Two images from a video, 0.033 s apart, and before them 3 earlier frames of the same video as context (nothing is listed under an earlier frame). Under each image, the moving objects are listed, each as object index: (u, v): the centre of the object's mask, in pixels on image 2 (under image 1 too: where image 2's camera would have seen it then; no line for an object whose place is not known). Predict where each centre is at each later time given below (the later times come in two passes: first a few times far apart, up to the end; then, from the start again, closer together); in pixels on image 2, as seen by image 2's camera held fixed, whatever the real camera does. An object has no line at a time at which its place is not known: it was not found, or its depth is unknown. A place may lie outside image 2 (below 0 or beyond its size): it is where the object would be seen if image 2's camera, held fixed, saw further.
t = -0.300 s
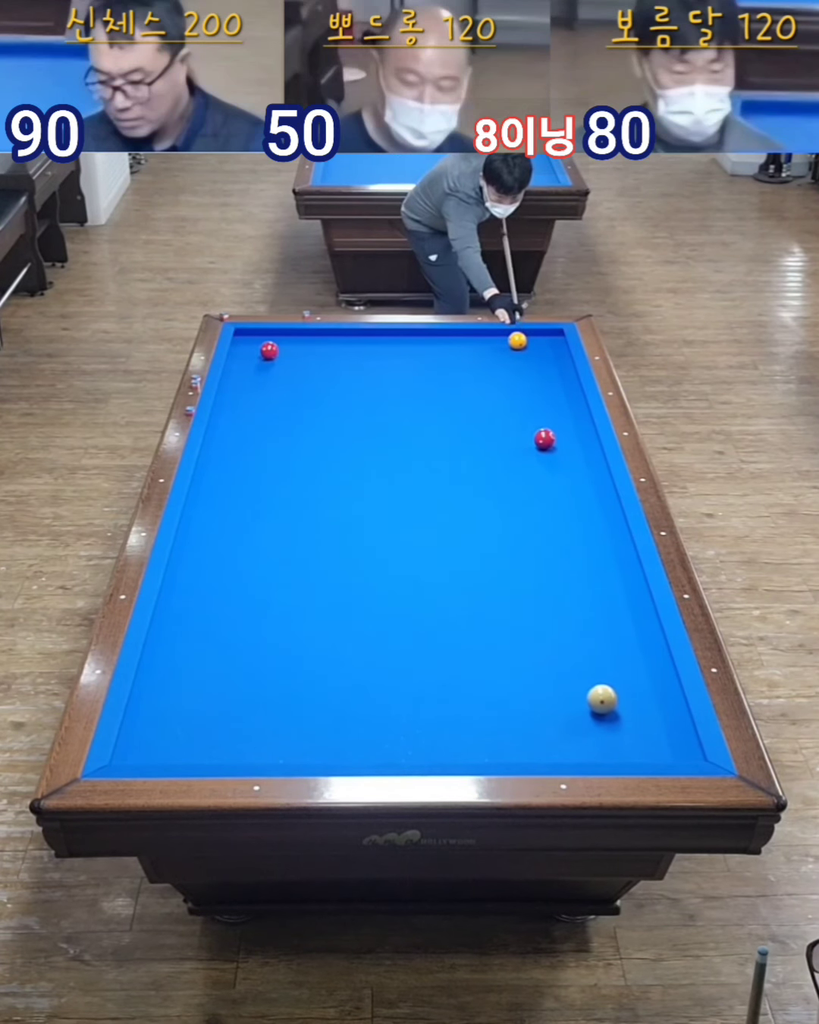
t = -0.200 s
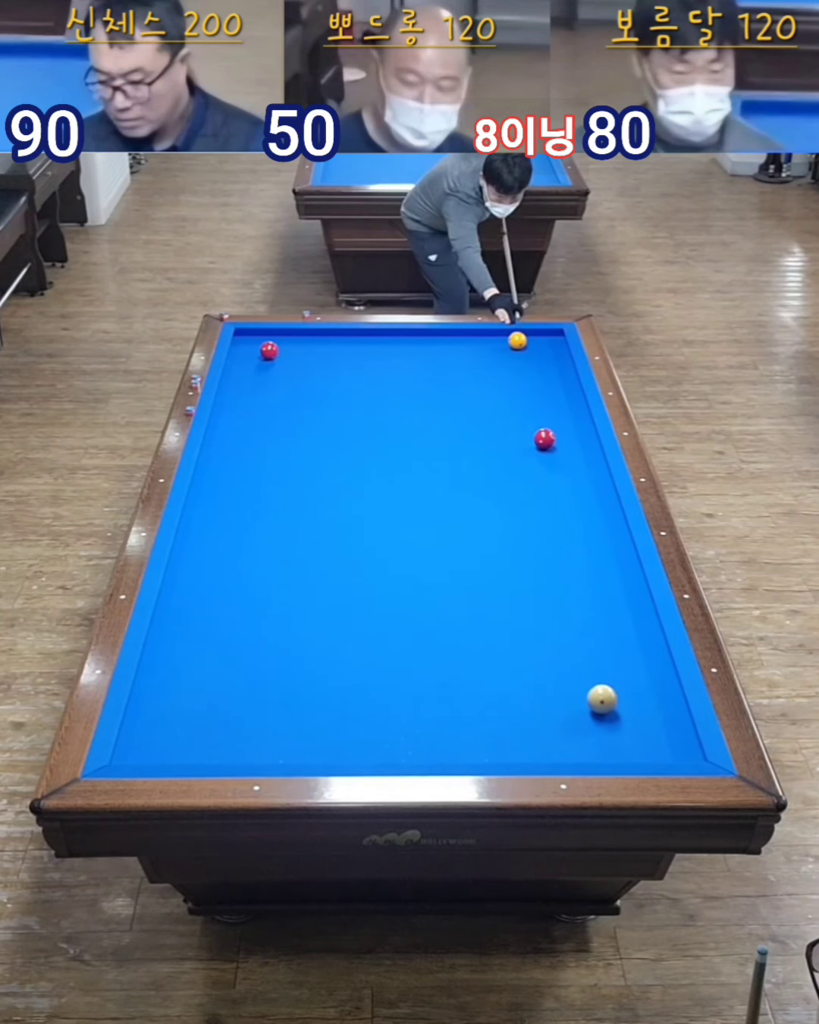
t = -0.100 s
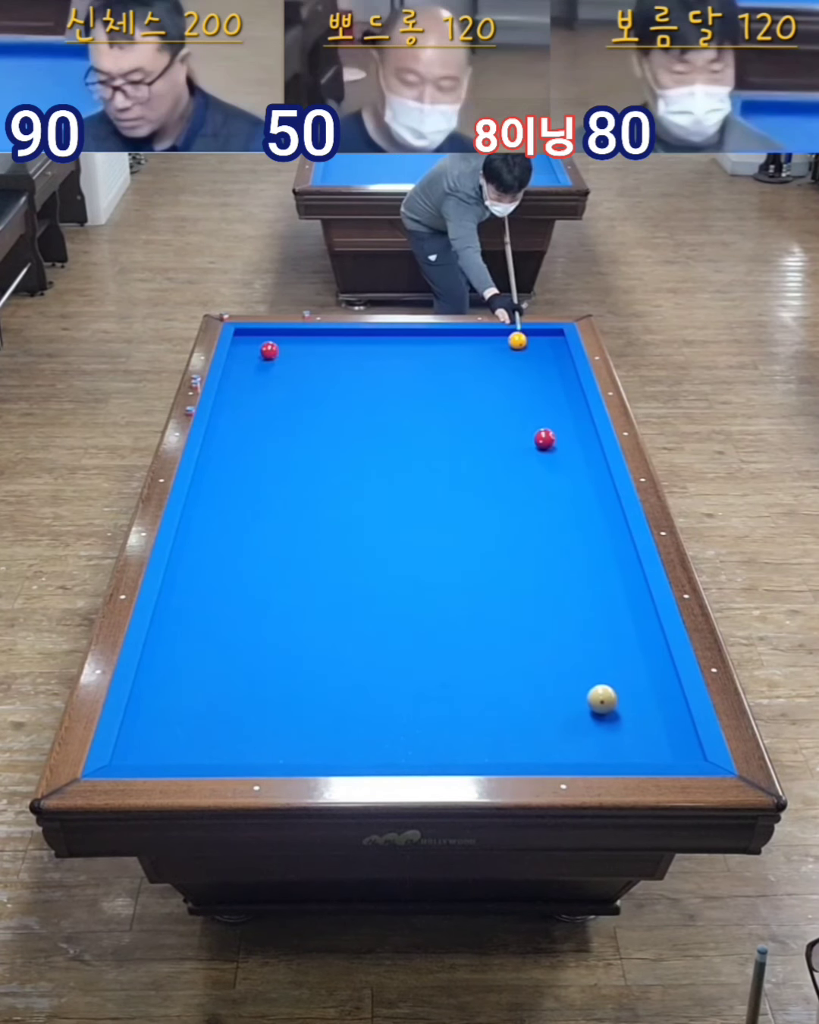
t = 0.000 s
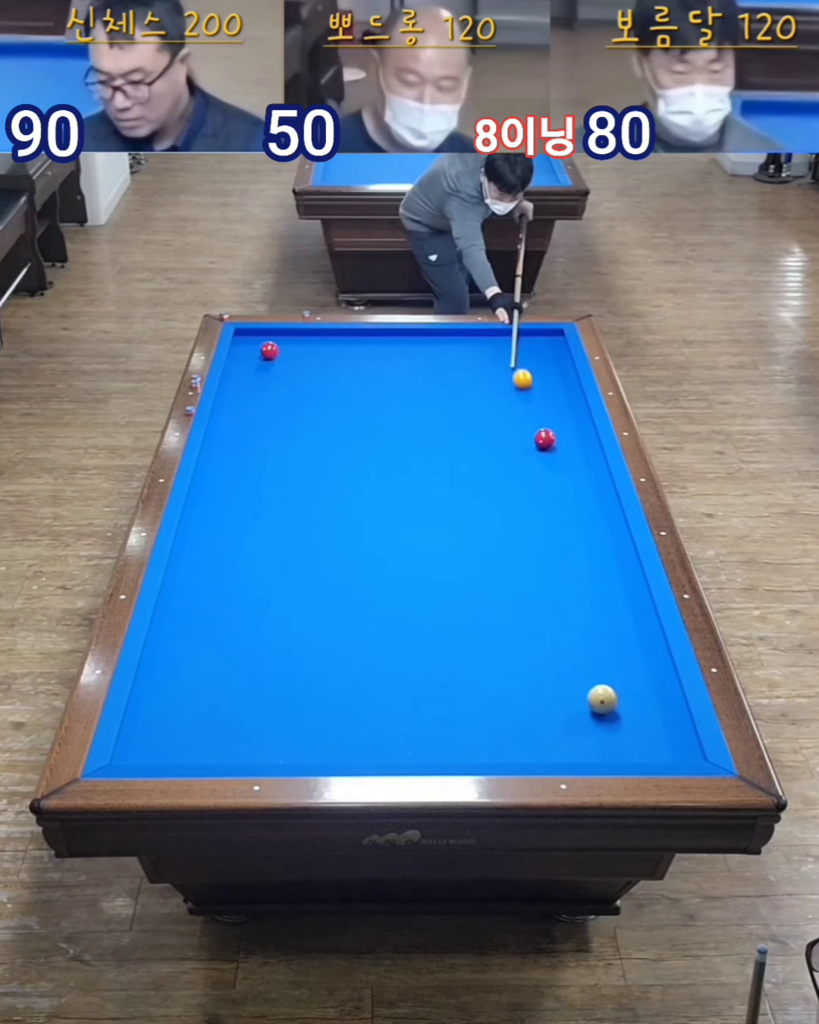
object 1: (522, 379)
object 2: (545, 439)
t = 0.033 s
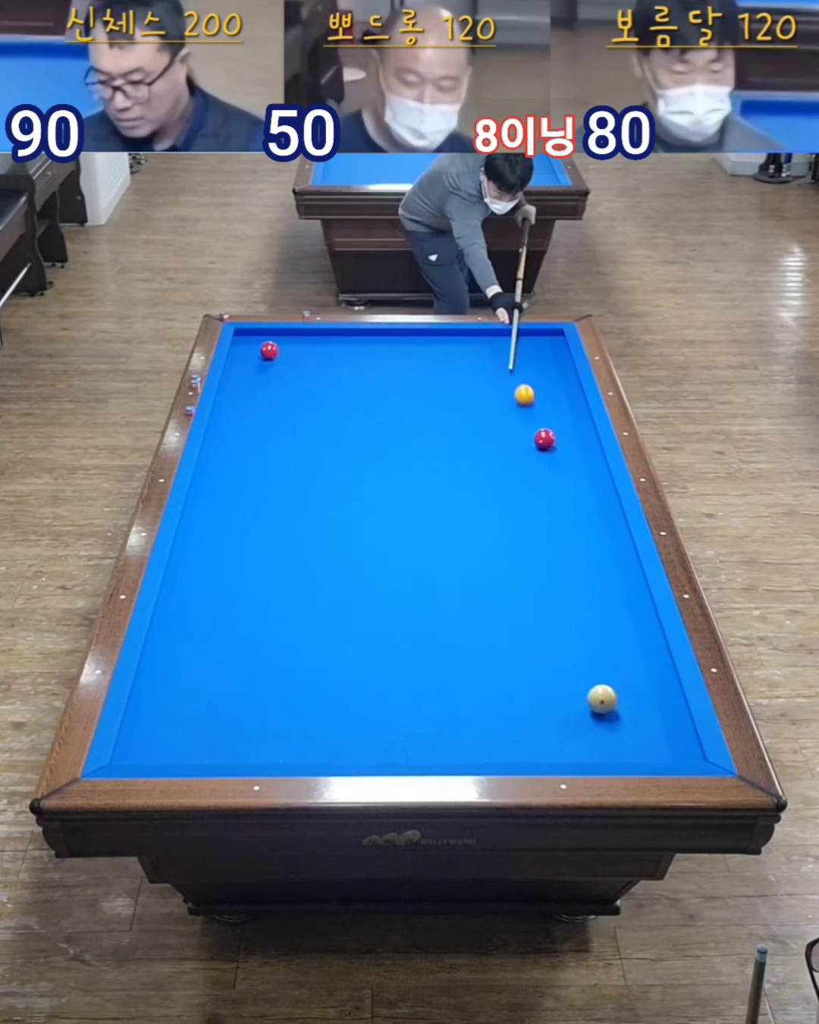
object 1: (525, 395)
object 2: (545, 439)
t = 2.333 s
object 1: (578, 530)
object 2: (345, 609)
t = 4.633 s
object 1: (272, 335)
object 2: (544, 414)
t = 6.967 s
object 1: (352, 420)
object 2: (423, 334)
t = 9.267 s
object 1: (574, 559)
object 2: (371, 361)
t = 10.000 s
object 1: (614, 583)
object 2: (371, 361)
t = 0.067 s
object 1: (527, 413)
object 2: (545, 439)
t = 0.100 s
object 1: (528, 431)
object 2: (545, 440)
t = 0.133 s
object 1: (511, 441)
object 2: (566, 449)
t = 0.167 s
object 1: (492, 449)
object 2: (589, 460)
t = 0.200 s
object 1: (473, 458)
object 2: (594, 468)
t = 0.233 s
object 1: (454, 467)
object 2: (582, 475)
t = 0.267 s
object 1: (436, 476)
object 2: (570, 482)
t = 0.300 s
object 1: (417, 485)
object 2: (558, 489)
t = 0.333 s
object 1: (398, 494)
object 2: (546, 496)
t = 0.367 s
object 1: (380, 504)
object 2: (535, 503)
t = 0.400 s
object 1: (362, 513)
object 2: (524, 510)
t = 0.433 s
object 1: (345, 522)
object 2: (513, 517)
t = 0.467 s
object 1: (327, 532)
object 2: (503, 523)
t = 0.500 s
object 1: (310, 541)
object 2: (493, 530)
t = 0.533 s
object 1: (292, 551)
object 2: (483, 536)
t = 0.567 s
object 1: (274, 561)
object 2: (473, 542)
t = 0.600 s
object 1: (255, 571)
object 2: (463, 549)
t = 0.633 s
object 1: (237, 581)
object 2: (452, 556)
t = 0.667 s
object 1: (217, 592)
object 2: (441, 563)
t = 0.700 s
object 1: (197, 603)
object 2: (430, 569)
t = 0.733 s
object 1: (176, 614)
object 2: (419, 577)
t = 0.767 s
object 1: (167, 626)
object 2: (409, 584)
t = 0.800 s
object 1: (179, 638)
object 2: (397, 591)
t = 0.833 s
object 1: (190, 649)
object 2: (386, 599)
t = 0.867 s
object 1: (200, 662)
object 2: (374, 606)
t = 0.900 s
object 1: (210, 675)
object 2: (362, 614)
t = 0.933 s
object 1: (220, 687)
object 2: (350, 622)
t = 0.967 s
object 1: (228, 700)
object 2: (338, 630)
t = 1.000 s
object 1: (237, 714)
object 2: (326, 638)
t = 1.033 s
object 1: (246, 728)
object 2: (313, 646)
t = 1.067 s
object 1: (255, 742)
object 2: (300, 655)
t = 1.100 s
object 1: (264, 753)
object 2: (287, 663)
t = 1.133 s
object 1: (280, 747)
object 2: (274, 671)
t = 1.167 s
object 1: (296, 736)
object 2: (260, 681)
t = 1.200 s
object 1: (312, 725)
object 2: (246, 690)
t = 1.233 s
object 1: (327, 716)
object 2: (232, 699)
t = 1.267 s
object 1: (341, 708)
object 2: (218, 708)
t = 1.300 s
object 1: (355, 700)
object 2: (203, 718)
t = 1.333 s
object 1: (369, 692)
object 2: (188, 728)
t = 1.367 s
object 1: (382, 686)
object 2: (173, 738)
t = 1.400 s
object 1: (395, 680)
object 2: (157, 748)
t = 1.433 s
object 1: (408, 673)
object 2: (141, 754)
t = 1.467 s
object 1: (421, 667)
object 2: (129, 750)
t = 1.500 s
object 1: (433, 660)
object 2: (141, 743)
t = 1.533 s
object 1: (445, 654)
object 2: (154, 735)
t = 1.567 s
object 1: (457, 648)
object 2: (166, 727)
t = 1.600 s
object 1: (469, 642)
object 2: (176, 720)
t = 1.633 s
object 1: (481, 636)
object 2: (186, 714)
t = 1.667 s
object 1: (492, 631)
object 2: (195, 708)
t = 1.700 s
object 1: (504, 625)
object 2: (204, 702)
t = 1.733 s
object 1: (515, 619)
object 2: (212, 697)
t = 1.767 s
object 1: (526, 614)
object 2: (220, 692)
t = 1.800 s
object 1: (537, 608)
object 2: (228, 686)
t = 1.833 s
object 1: (548, 603)
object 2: (237, 681)
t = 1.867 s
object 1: (558, 597)
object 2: (245, 676)
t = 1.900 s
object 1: (568, 592)
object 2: (252, 670)
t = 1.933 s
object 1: (579, 587)
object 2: (260, 665)
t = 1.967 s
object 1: (588, 582)
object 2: (268, 660)
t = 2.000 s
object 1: (598, 577)
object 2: (275, 655)
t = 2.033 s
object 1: (608, 572)
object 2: (282, 650)
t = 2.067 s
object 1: (618, 567)
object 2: (290, 645)
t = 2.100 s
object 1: (628, 562)
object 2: (297, 640)
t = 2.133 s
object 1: (622, 558)
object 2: (304, 636)
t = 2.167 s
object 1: (613, 553)
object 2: (311, 631)
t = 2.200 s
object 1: (605, 548)
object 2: (318, 626)
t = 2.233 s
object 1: (598, 544)
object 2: (324, 622)
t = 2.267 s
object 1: (591, 539)
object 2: (331, 618)
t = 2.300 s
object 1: (584, 535)
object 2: (338, 613)
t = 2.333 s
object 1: (578, 530)
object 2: (345, 609)
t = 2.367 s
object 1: (571, 526)
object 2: (351, 605)
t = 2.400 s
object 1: (565, 522)
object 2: (357, 600)
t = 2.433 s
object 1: (559, 518)
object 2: (364, 596)
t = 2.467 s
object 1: (553, 513)
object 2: (370, 592)
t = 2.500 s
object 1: (546, 509)
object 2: (376, 588)
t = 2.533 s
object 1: (540, 505)
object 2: (382, 584)
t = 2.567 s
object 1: (534, 501)
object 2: (388, 580)
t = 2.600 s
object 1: (529, 497)
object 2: (394, 576)
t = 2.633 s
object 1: (523, 493)
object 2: (400, 572)
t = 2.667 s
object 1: (517, 490)
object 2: (405, 568)
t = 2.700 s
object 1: (511, 486)
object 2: (411, 564)
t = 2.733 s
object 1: (506, 482)
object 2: (417, 561)
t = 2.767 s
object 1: (500, 478)
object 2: (422, 557)
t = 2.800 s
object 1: (495, 475)
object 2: (428, 553)
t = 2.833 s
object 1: (489, 471)
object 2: (433, 550)
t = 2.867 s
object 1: (484, 468)
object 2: (438, 546)
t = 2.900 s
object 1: (479, 464)
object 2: (444, 543)
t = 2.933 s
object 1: (474, 461)
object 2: (449, 539)
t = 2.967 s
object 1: (469, 457)
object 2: (454, 536)
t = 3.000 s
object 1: (464, 454)
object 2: (460, 532)
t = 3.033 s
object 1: (459, 451)
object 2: (464, 529)
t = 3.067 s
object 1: (454, 447)
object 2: (470, 525)
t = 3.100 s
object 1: (449, 444)
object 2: (474, 522)
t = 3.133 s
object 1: (444, 441)
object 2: (479, 519)
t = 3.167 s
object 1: (439, 438)
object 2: (484, 515)
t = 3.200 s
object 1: (435, 435)
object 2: (489, 512)
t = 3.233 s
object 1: (430, 431)
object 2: (494, 509)
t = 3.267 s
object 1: (425, 428)
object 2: (498, 506)
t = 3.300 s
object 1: (421, 425)
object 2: (503, 503)
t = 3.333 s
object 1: (416, 422)
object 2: (508, 499)
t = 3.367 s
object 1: (412, 419)
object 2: (512, 497)
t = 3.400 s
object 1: (407, 416)
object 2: (517, 494)
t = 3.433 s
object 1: (403, 414)
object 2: (521, 490)
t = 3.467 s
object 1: (399, 411)
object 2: (525, 488)
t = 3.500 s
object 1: (395, 408)
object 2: (530, 485)
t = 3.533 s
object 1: (391, 405)
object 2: (534, 482)
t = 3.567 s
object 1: (386, 402)
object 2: (538, 479)
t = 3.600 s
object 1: (382, 399)
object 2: (543, 476)
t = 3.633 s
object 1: (378, 397)
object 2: (546, 474)
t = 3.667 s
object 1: (374, 394)
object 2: (551, 471)
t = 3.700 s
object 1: (370, 392)
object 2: (555, 468)
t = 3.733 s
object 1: (366, 389)
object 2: (559, 466)
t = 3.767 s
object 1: (362, 386)
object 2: (563, 463)
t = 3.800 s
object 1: (358, 384)
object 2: (567, 460)
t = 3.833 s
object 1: (355, 381)
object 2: (571, 458)
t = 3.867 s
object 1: (351, 378)
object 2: (575, 455)
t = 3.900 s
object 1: (347, 376)
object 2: (579, 452)
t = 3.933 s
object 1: (344, 373)
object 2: (582, 450)
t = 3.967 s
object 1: (340, 371)
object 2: (586, 447)
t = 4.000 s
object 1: (337, 369)
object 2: (590, 445)
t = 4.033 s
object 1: (333, 366)
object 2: (589, 443)
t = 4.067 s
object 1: (329, 364)
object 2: (586, 441)
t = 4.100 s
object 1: (326, 362)
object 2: (583, 439)
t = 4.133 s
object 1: (322, 359)
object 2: (581, 438)
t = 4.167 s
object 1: (319, 357)
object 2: (578, 436)
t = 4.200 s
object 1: (316, 355)
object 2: (575, 434)
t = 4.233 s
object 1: (312, 353)
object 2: (573, 433)
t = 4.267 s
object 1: (309, 350)
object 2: (570, 431)
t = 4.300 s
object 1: (306, 348)
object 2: (568, 429)
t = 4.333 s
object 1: (302, 346)
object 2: (565, 428)
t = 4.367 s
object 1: (299, 344)
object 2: (563, 426)
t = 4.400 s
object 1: (296, 341)
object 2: (560, 424)
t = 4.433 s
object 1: (293, 339)
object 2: (558, 423)
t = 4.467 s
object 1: (290, 337)
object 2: (556, 421)
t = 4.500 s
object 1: (287, 335)
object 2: (554, 420)
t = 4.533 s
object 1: (283, 333)
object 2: (551, 418)
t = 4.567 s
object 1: (280, 333)
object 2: (549, 416)
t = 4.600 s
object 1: (276, 334)
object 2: (547, 415)
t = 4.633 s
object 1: (272, 335)
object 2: (544, 414)
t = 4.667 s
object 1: (268, 336)
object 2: (542, 412)
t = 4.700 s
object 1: (263, 337)
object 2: (540, 410)
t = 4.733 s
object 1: (260, 339)
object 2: (538, 409)
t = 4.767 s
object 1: (255, 340)
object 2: (536, 408)
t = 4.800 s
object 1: (252, 342)
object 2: (534, 406)
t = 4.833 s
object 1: (248, 343)
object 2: (531, 405)
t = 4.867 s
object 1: (244, 344)
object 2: (529, 403)
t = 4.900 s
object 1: (240, 345)
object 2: (527, 402)
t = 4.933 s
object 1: (240, 346)
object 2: (525, 400)
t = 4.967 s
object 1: (242, 347)
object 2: (523, 399)
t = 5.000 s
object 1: (244, 349)
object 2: (521, 398)
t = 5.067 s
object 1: (248, 351)
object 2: (517, 395)
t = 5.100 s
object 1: (249, 352)
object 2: (515, 394)
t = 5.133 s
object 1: (251, 353)
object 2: (513, 392)
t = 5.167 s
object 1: (253, 355)
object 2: (511, 391)
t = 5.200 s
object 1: (255, 356)
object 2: (509, 390)
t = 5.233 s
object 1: (256, 357)
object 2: (507, 389)
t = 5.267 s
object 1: (258, 358)
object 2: (505, 387)
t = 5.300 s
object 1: (260, 359)
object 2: (503, 386)
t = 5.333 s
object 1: (262, 361)
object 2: (501, 385)
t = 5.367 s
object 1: (263, 362)
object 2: (499, 383)
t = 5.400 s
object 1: (265, 363)
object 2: (497, 382)
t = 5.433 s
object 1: (267, 364)
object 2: (496, 381)
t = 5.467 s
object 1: (269, 365)
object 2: (494, 380)
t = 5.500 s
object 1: (271, 366)
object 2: (492, 379)
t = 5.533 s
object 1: (272, 368)
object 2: (490, 377)
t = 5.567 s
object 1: (274, 369)
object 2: (488, 376)
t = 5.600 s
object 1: (276, 370)
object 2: (487, 375)
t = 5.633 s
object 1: (278, 371)
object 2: (485, 374)
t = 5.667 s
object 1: (280, 372)
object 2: (483, 373)
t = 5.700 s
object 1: (281, 374)
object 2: (481, 372)
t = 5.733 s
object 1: (283, 375)
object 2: (479, 371)
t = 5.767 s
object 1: (285, 376)
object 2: (478, 370)
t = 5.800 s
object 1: (287, 377)
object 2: (476, 369)
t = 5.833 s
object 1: (289, 379)
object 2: (474, 367)
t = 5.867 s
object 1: (291, 380)
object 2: (473, 366)
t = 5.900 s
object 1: (292, 381)
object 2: (471, 365)
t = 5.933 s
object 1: (294, 382)
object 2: (469, 364)
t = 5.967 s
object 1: (296, 383)
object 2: (467, 363)
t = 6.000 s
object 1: (298, 385)
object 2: (466, 362)
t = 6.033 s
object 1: (300, 386)
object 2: (464, 361)
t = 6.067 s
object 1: (302, 387)
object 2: (463, 360)
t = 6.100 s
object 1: (303, 388)
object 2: (461, 359)
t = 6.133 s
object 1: (305, 390)
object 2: (459, 357)
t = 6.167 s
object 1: (307, 391)
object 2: (458, 356)
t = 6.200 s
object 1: (309, 392)
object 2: (456, 355)
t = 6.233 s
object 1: (311, 393)
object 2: (454, 354)
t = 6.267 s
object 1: (313, 394)
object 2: (453, 353)
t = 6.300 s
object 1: (314, 395)
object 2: (452, 353)
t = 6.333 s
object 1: (316, 397)
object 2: (450, 352)
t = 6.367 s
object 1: (318, 398)
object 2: (448, 351)
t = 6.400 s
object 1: (320, 399)
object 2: (447, 350)
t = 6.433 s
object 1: (322, 400)
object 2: (445, 349)
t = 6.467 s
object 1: (323, 402)
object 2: (444, 348)
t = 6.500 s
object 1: (325, 403)
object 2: (442, 347)
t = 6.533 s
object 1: (327, 404)
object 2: (441, 346)
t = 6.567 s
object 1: (329, 405)
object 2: (439, 345)
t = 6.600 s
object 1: (331, 407)
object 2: (438, 344)
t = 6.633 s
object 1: (333, 408)
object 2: (437, 343)
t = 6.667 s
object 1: (335, 409)
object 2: (435, 342)
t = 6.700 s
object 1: (337, 410)
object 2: (434, 341)
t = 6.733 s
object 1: (339, 411)
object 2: (432, 340)
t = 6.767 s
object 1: (340, 412)
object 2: (431, 339)
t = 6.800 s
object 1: (342, 414)
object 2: (429, 338)
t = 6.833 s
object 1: (344, 415)
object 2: (428, 338)
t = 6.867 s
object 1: (346, 416)
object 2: (427, 337)
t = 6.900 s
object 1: (348, 417)
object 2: (426, 336)
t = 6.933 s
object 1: (350, 418)
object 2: (424, 335)
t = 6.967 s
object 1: (352, 420)
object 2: (423, 334)
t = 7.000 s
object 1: (355, 422)
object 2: (421, 333)
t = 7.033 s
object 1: (359, 424)
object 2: (419, 334)
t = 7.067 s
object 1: (363, 427)
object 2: (417, 335)
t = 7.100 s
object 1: (366, 429)
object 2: (416, 336)
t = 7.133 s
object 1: (370, 432)
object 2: (414, 337)
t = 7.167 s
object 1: (374, 434)
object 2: (413, 338)
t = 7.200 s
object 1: (378, 436)
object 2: (412, 338)
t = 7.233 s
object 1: (381, 439)
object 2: (410, 339)
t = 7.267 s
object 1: (385, 441)
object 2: (409, 340)
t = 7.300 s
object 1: (389, 444)
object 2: (407, 341)
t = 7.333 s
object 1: (393, 446)
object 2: (406, 342)
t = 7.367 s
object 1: (396, 448)
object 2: (405, 342)
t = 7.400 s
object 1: (400, 451)
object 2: (404, 343)
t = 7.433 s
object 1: (404, 453)
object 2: (402, 344)
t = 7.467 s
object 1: (407, 455)
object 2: (401, 344)
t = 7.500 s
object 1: (411, 457)
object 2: (400, 345)
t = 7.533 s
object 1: (414, 460)
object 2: (398, 346)
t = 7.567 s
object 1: (418, 462)
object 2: (397, 347)
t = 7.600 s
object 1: (422, 464)
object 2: (396, 347)
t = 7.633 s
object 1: (425, 467)
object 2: (395, 348)
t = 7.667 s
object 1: (429, 469)
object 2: (394, 349)
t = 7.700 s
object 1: (432, 471)
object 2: (393, 349)
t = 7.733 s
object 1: (436, 474)
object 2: (392, 350)
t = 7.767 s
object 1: (439, 476)
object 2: (391, 350)
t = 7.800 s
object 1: (443, 478)
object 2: (390, 351)
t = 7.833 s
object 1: (447, 480)
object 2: (389, 352)
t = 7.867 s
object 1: (450, 483)
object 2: (388, 352)
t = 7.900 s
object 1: (454, 485)
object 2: (387, 353)
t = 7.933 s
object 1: (457, 487)
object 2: (386, 353)
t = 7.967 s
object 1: (460, 489)
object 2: (385, 353)
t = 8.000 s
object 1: (464, 491)
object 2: (384, 354)
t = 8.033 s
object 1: (467, 493)
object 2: (383, 354)
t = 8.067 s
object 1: (471, 496)
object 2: (383, 355)
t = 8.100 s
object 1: (474, 498)
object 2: (382, 355)
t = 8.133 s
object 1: (477, 500)
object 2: (381, 356)
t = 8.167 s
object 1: (481, 502)
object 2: (380, 356)
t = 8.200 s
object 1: (484, 504)
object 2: (379, 357)
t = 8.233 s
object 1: (487, 506)
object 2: (379, 357)
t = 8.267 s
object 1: (491, 508)
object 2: (378, 357)
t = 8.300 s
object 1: (494, 510)
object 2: (377, 358)
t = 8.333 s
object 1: (497, 512)
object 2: (376, 358)
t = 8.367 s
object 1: (500, 514)
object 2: (376, 358)
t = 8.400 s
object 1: (503, 516)
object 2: (375, 358)
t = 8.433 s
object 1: (506, 518)
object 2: (375, 359)
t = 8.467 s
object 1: (509, 520)
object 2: (374, 359)
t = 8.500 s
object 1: (512, 522)
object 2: (374, 359)
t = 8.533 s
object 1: (516, 524)
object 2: (373, 359)
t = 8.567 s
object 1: (519, 526)
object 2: (373, 360)
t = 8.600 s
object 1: (522, 527)
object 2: (373, 360)
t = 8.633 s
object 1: (524, 529)
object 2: (373, 360)
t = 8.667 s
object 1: (527, 531)
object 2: (372, 360)
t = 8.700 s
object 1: (530, 533)
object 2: (372, 360)
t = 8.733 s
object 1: (533, 534)
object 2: (372, 360)
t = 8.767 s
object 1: (536, 536)
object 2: (372, 360)
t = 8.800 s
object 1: (539, 538)
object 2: (372, 360)
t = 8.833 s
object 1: (542, 540)
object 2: (371, 361)
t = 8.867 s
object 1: (545, 541)
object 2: (371, 361)
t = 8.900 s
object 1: (547, 543)
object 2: (371, 361)
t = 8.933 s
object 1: (548, 544)
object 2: (371, 361)
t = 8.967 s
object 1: (552, 546)
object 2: (371, 361)
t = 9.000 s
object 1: (555, 548)
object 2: (371, 361)
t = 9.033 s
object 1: (558, 549)
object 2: (371, 361)
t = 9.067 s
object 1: (560, 551)
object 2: (371, 361)
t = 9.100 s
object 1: (563, 552)
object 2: (371, 361)
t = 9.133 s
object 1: (565, 554)
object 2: (371, 361)
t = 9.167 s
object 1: (568, 555)
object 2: (371, 361)
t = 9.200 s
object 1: (570, 557)
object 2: (371, 361)
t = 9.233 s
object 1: (572, 558)
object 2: (371, 361)
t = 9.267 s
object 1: (574, 559)
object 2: (371, 361)
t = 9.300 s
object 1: (577, 561)
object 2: (371, 361)
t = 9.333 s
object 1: (579, 562)
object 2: (371, 361)
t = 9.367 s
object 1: (581, 563)
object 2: (371, 361)
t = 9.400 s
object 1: (583, 564)
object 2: (371, 361)
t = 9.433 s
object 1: (585, 566)
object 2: (371, 361)
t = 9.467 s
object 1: (587, 567)
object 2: (371, 361)
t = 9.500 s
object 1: (589, 568)
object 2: (371, 361)
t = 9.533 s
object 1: (591, 569)
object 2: (371, 361)
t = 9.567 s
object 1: (593, 570)
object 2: (371, 361)
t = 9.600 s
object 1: (595, 572)
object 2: (371, 361)
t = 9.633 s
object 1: (597, 572)
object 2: (371, 361)
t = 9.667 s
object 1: (599, 574)
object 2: (371, 361)
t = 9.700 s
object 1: (601, 575)
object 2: (371, 361)
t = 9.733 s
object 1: (602, 576)
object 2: (371, 361)
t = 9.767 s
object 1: (604, 577)
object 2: (371, 361)
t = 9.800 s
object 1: (606, 577)
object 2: (371, 361)
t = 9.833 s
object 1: (607, 578)
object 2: (371, 361)
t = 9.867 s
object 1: (609, 579)
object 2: (371, 361)
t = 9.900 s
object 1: (610, 580)
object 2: (371, 361)
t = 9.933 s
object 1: (612, 581)
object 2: (371, 361)
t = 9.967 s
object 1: (613, 582)
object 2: (371, 361)
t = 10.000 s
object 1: (614, 583)
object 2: (371, 361)
